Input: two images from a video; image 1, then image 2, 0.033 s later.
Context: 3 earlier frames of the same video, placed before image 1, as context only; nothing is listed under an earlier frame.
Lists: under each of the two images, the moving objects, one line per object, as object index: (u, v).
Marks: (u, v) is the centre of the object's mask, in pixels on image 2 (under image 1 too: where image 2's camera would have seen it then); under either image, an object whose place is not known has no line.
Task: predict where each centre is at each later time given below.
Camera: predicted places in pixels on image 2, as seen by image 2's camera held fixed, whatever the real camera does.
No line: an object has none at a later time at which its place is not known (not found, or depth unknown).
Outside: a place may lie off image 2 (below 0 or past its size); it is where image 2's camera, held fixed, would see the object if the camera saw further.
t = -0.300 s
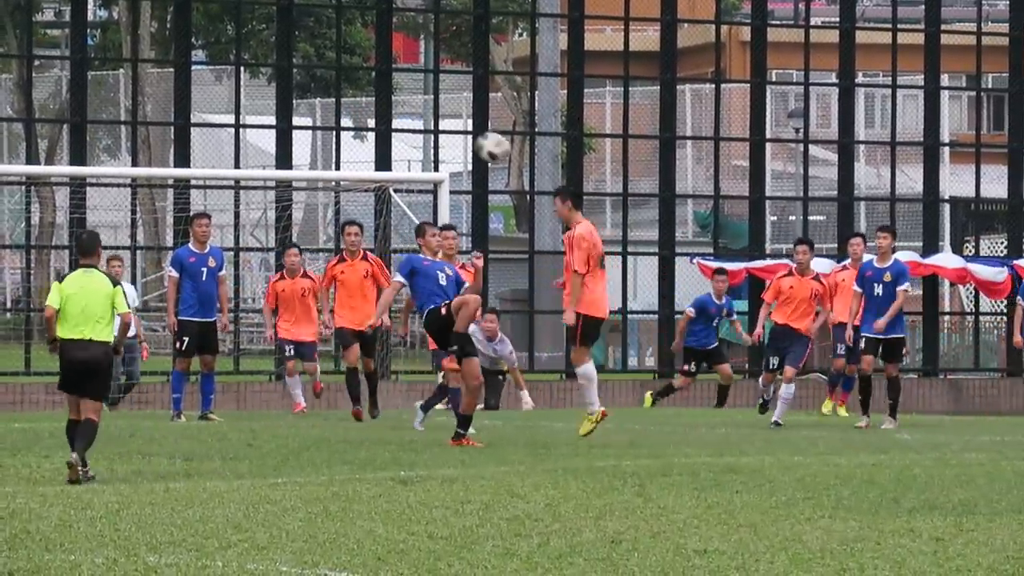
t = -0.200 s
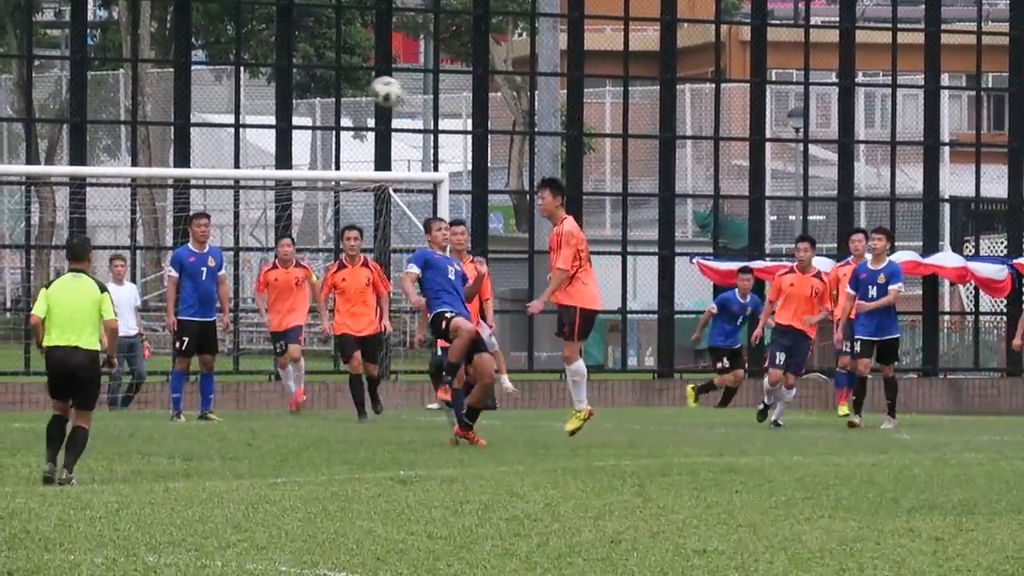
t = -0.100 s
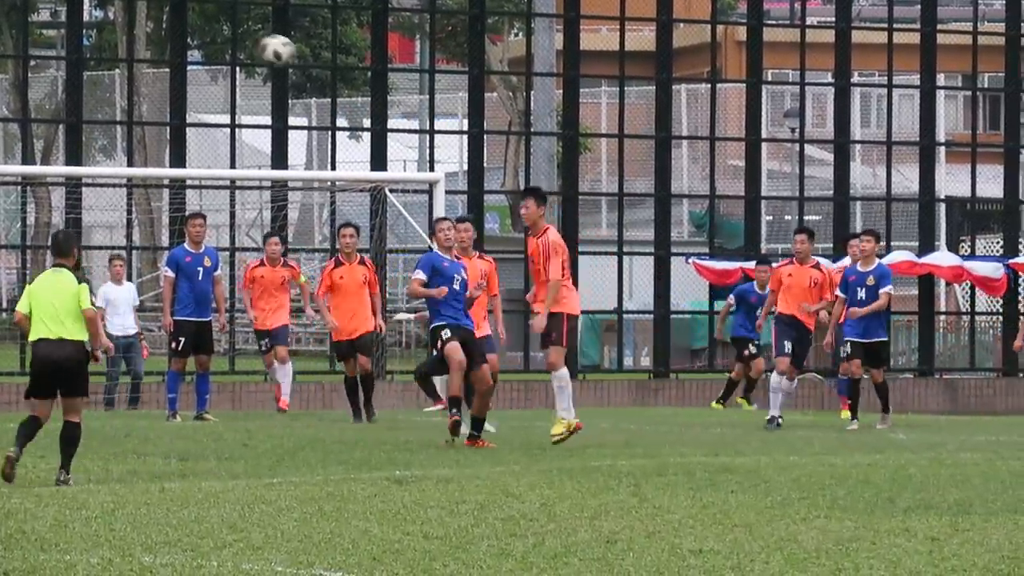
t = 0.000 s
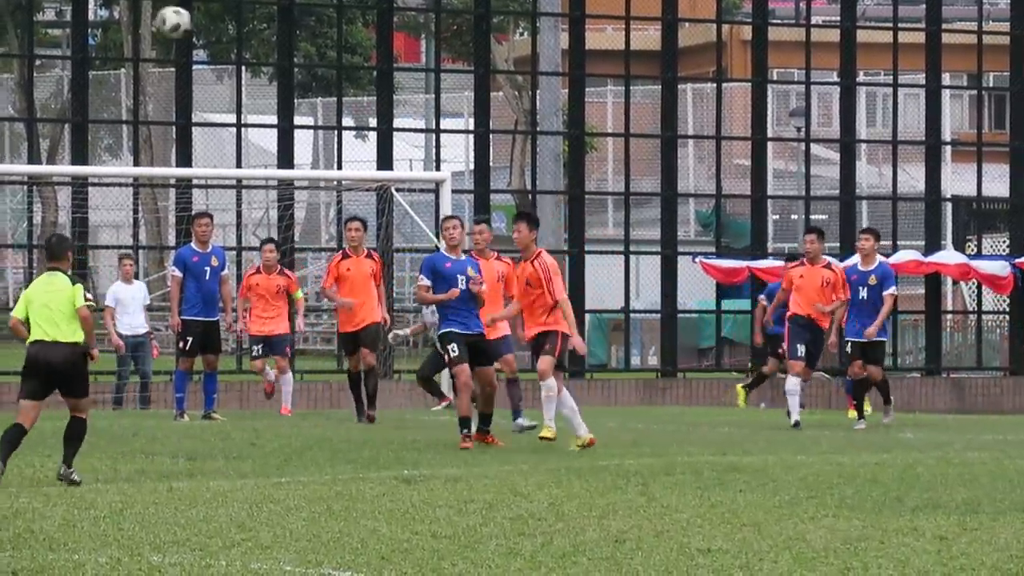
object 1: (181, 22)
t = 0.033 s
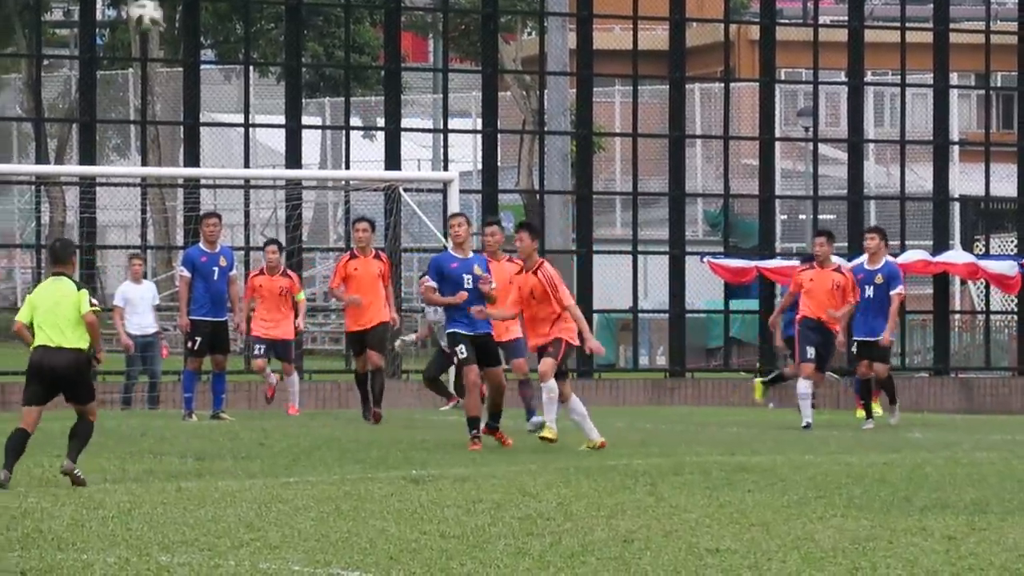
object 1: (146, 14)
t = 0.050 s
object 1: (126, 13)
